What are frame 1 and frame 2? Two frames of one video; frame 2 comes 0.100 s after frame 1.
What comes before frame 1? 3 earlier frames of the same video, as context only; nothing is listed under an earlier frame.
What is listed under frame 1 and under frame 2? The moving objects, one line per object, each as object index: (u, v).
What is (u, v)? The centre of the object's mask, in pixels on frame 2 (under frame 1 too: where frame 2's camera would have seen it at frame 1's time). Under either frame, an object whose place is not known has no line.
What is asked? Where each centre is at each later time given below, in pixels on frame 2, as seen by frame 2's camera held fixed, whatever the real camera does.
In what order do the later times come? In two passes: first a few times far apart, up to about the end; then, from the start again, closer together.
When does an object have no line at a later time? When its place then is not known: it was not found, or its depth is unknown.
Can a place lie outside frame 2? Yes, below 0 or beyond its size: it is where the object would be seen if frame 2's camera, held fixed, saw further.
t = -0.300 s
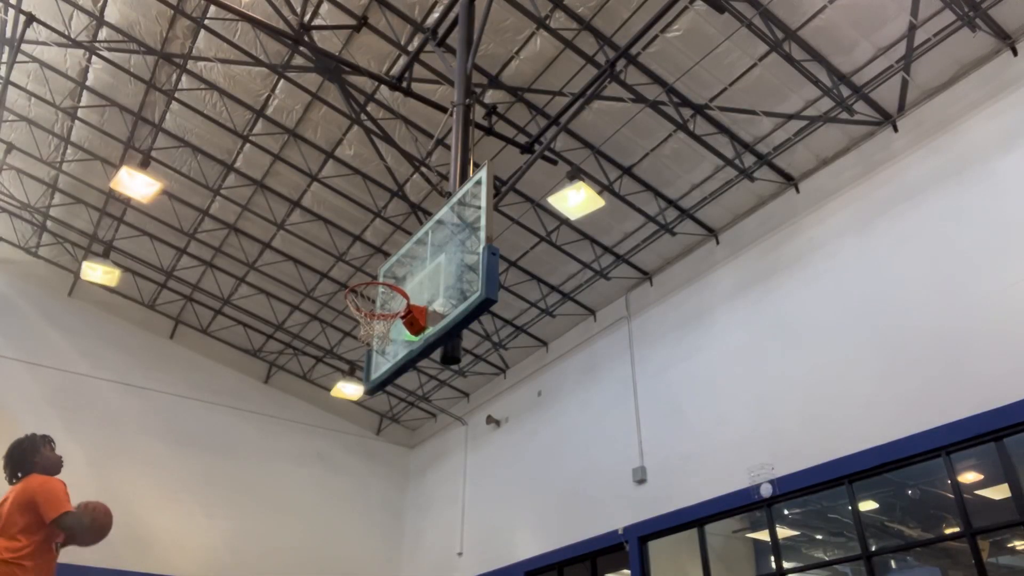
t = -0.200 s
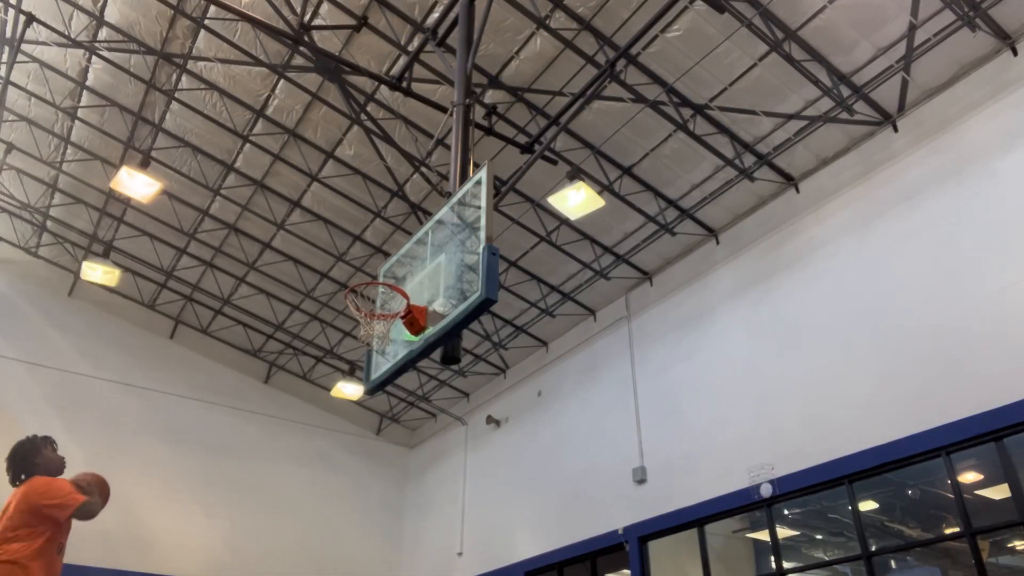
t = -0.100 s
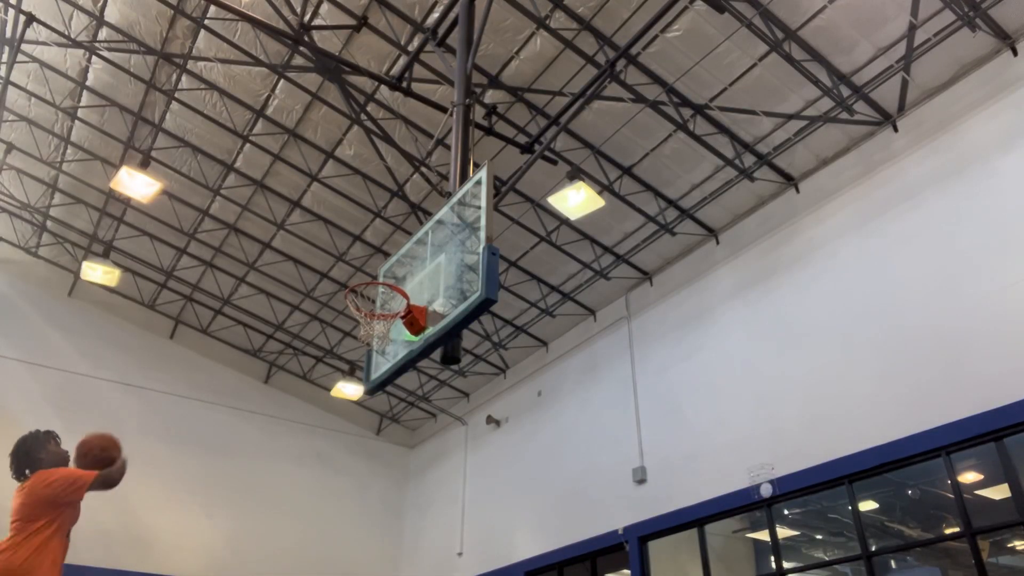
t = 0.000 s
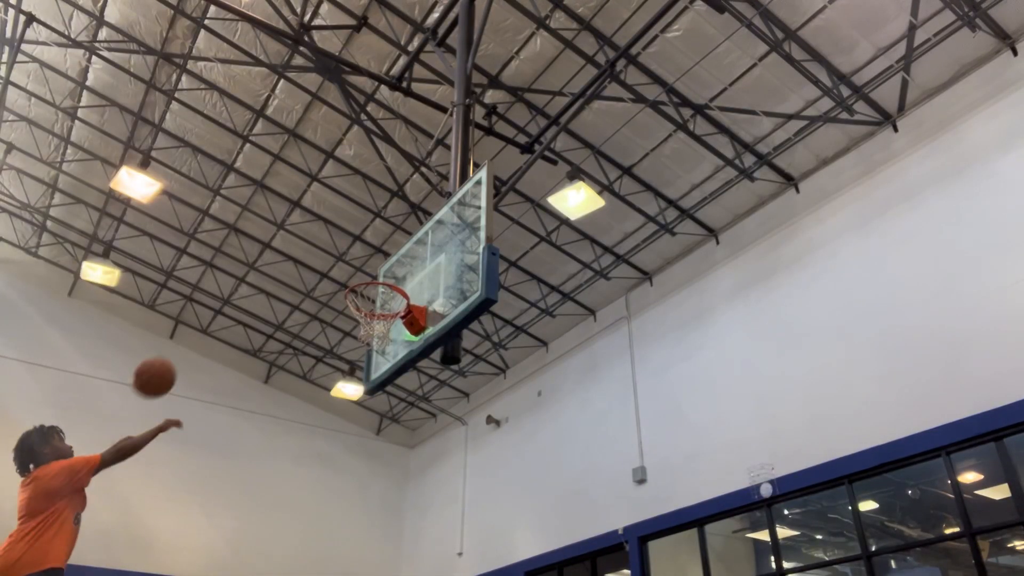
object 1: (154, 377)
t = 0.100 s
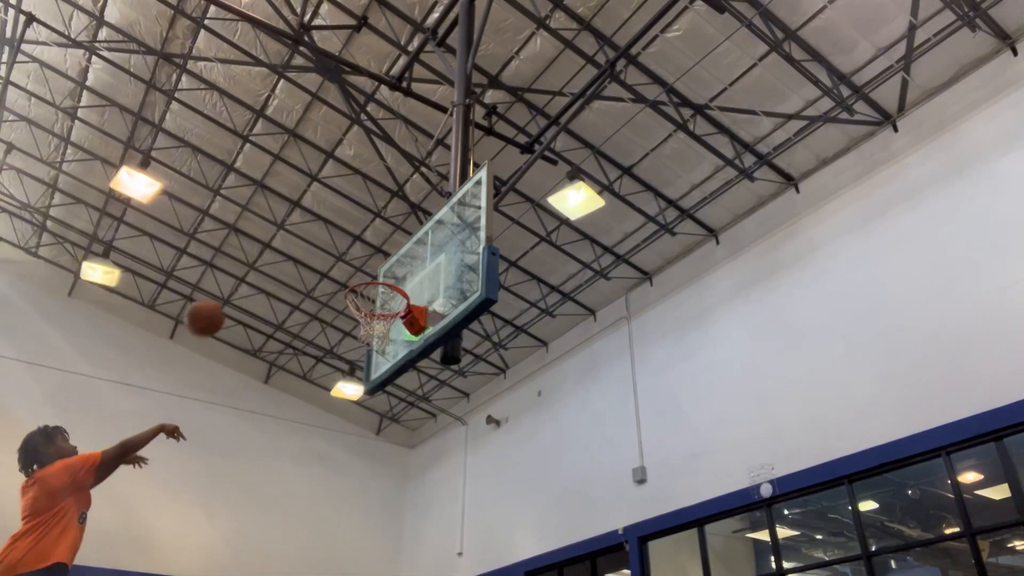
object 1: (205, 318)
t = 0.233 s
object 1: (258, 269)
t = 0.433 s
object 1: (318, 242)
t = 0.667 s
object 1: (372, 265)
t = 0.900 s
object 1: (363, 304)
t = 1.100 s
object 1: (401, 340)
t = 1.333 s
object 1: (428, 431)
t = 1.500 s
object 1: (446, 550)
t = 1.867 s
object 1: (490, 572)
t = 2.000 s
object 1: (503, 519)
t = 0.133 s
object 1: (220, 303)
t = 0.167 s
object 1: (234, 289)
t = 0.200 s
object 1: (247, 278)
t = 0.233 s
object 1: (258, 269)
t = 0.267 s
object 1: (270, 261)
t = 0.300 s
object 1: (281, 254)
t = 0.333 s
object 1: (291, 249)
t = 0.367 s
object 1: (301, 246)
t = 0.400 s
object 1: (310, 243)
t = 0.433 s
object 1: (318, 242)
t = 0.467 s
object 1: (327, 242)
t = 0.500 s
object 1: (335, 243)
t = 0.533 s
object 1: (343, 245)
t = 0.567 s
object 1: (350, 248)
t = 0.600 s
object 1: (358, 253)
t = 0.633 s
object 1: (366, 258)
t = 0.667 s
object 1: (372, 265)
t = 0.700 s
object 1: (379, 271)
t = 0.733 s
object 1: (386, 281)
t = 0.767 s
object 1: (392, 292)
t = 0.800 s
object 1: (387, 298)
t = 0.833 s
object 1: (377, 298)
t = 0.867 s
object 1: (366, 301)
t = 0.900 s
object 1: (363, 304)
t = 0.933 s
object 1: (371, 310)
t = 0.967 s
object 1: (381, 314)
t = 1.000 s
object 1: (386, 322)
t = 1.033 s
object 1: (390, 326)
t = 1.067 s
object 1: (397, 333)
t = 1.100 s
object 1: (401, 340)
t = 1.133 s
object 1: (405, 350)
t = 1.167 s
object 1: (408, 358)
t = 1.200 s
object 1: (412, 370)
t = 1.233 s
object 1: (416, 382)
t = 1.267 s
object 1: (420, 397)
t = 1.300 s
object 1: (424, 413)
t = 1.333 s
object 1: (428, 431)
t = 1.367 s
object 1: (432, 450)
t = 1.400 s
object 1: (435, 471)
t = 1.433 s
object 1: (439, 495)
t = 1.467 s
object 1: (442, 521)
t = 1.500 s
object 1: (446, 550)
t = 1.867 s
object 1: (490, 572)
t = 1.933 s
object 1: (496, 549)
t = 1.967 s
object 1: (500, 533)
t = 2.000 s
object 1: (503, 519)
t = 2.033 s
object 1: (506, 507)
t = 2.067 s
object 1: (510, 497)
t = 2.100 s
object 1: (513, 489)
